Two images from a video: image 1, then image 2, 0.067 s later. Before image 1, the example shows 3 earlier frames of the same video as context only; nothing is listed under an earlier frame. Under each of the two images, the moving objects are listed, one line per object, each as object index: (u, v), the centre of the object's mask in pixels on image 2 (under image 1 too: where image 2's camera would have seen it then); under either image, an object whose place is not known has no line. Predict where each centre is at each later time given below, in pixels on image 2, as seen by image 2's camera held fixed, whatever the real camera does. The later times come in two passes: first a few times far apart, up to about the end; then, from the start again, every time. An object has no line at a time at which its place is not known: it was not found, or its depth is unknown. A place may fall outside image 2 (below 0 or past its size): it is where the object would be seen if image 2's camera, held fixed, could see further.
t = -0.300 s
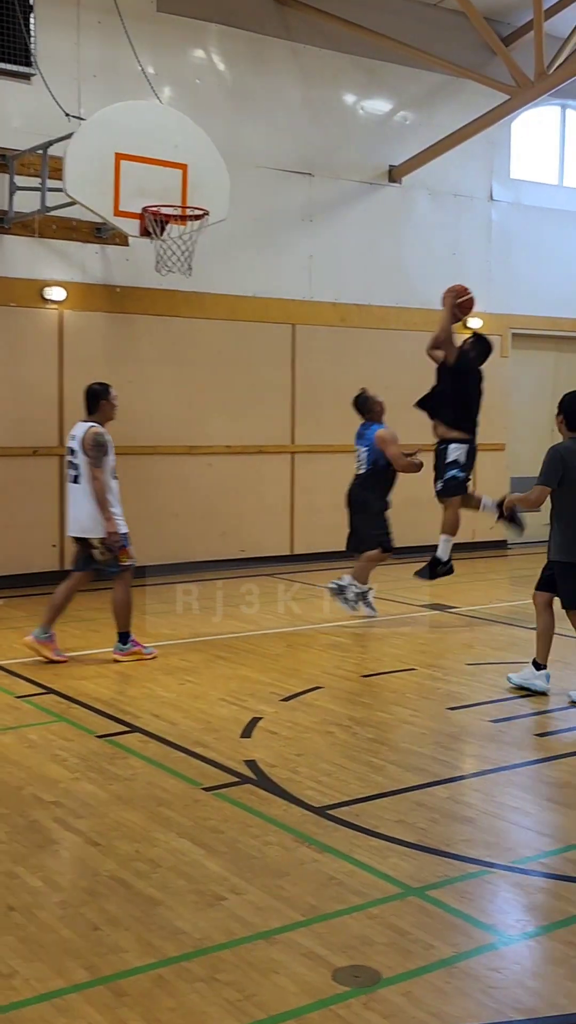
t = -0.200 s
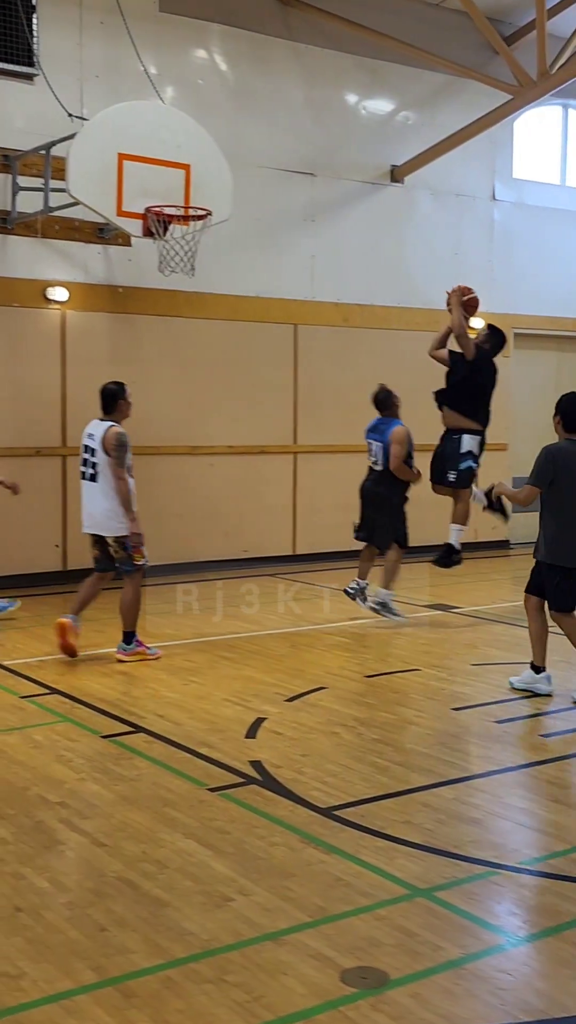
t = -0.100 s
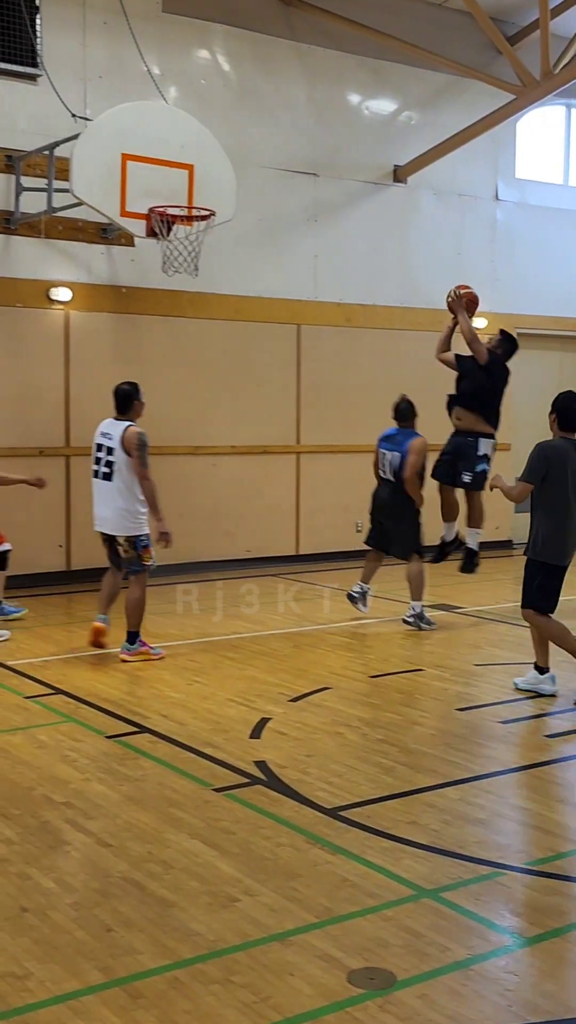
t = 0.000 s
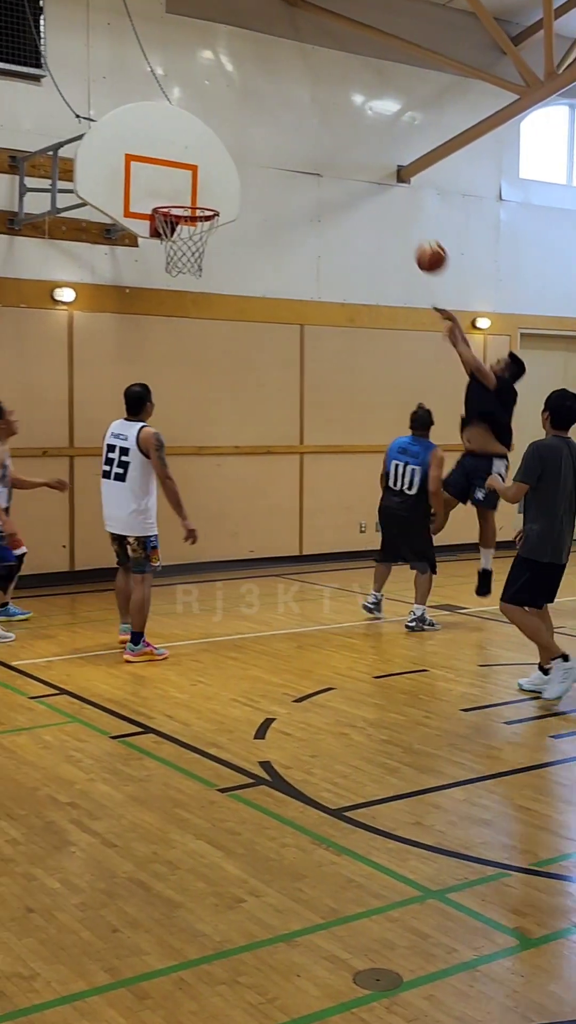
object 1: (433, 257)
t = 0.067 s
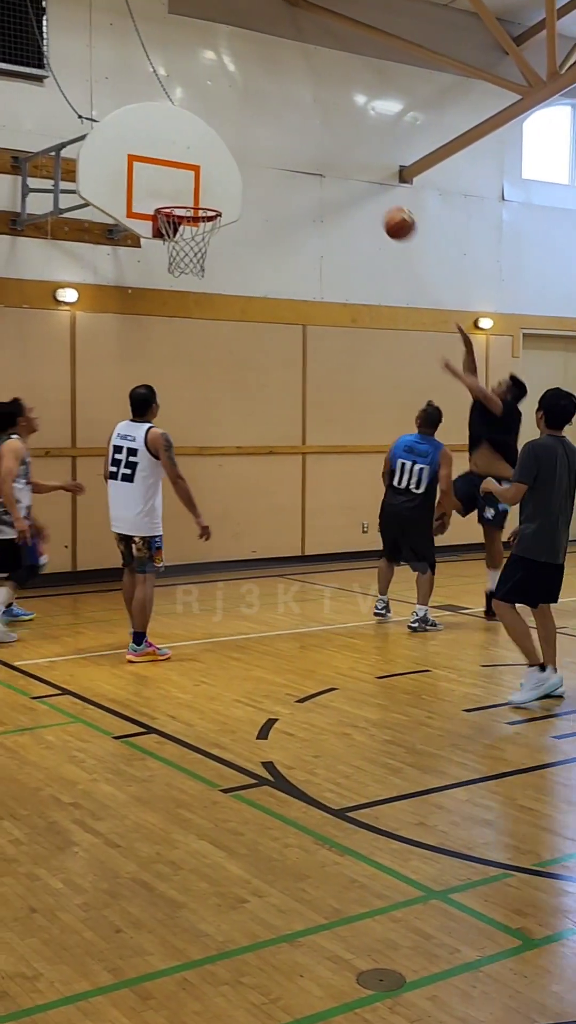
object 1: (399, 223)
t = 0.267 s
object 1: (299, 160)
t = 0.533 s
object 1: (216, 158)
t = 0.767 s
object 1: (220, 189)
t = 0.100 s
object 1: (382, 209)
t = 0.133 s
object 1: (365, 196)
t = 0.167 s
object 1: (348, 184)
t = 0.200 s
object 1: (332, 174)
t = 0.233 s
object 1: (315, 166)
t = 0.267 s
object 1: (299, 160)
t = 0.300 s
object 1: (283, 155)
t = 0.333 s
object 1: (267, 151)
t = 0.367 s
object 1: (250, 148)
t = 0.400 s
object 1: (235, 148)
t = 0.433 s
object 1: (218, 149)
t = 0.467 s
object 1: (216, 151)
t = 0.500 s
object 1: (216, 153)
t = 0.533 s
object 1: (216, 158)
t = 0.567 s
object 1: (215, 164)
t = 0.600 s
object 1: (215, 172)
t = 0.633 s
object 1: (215, 182)
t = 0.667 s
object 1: (214, 193)
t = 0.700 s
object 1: (216, 191)
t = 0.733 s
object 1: (218, 189)
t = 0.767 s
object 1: (220, 189)
